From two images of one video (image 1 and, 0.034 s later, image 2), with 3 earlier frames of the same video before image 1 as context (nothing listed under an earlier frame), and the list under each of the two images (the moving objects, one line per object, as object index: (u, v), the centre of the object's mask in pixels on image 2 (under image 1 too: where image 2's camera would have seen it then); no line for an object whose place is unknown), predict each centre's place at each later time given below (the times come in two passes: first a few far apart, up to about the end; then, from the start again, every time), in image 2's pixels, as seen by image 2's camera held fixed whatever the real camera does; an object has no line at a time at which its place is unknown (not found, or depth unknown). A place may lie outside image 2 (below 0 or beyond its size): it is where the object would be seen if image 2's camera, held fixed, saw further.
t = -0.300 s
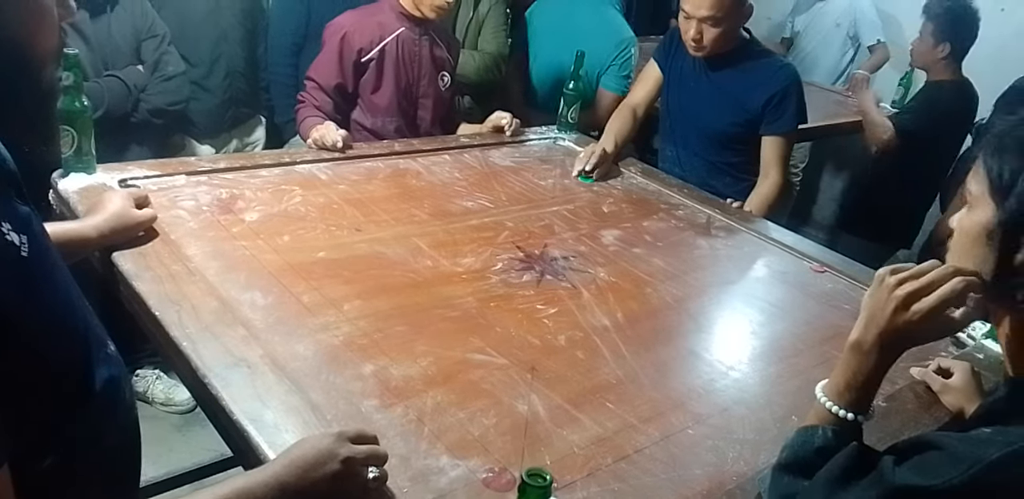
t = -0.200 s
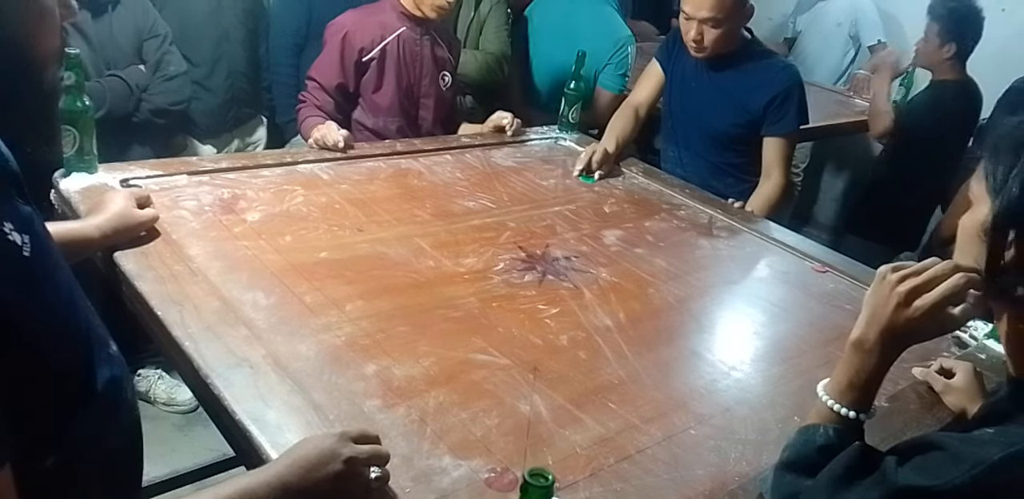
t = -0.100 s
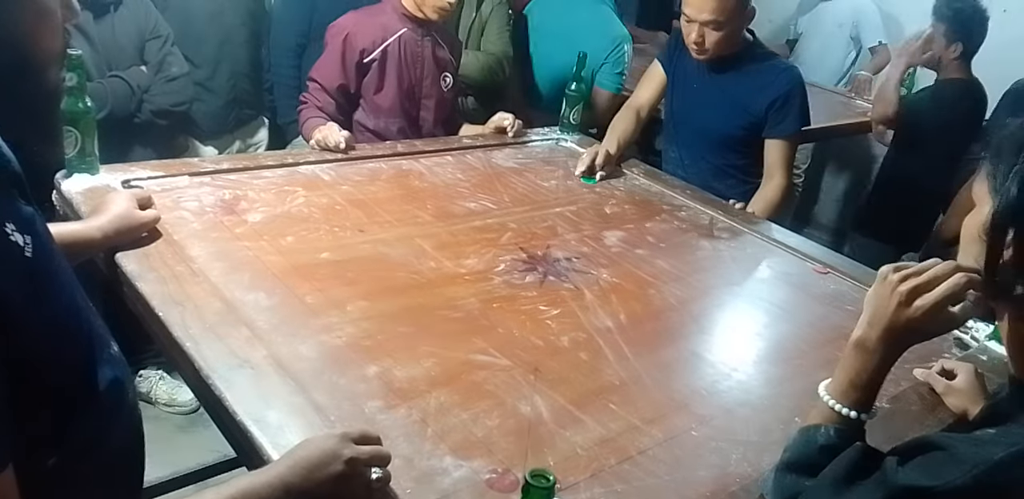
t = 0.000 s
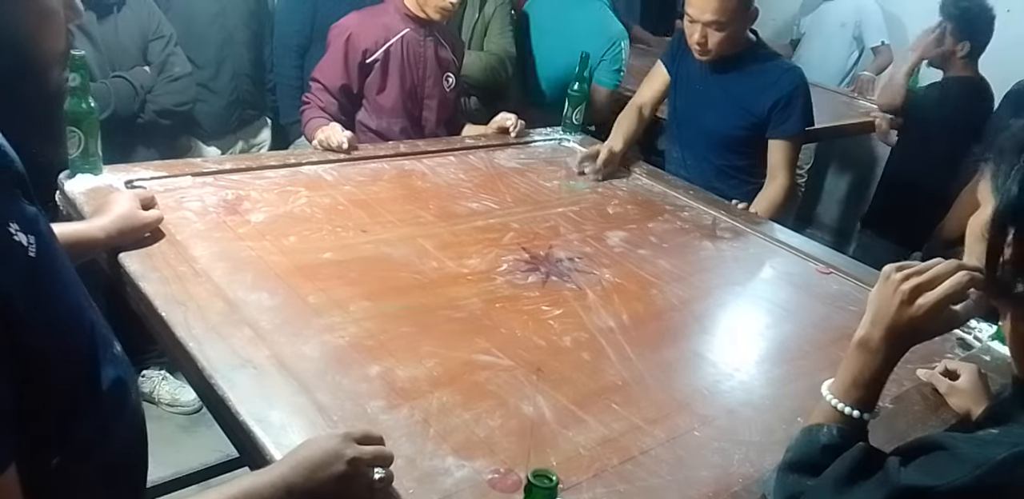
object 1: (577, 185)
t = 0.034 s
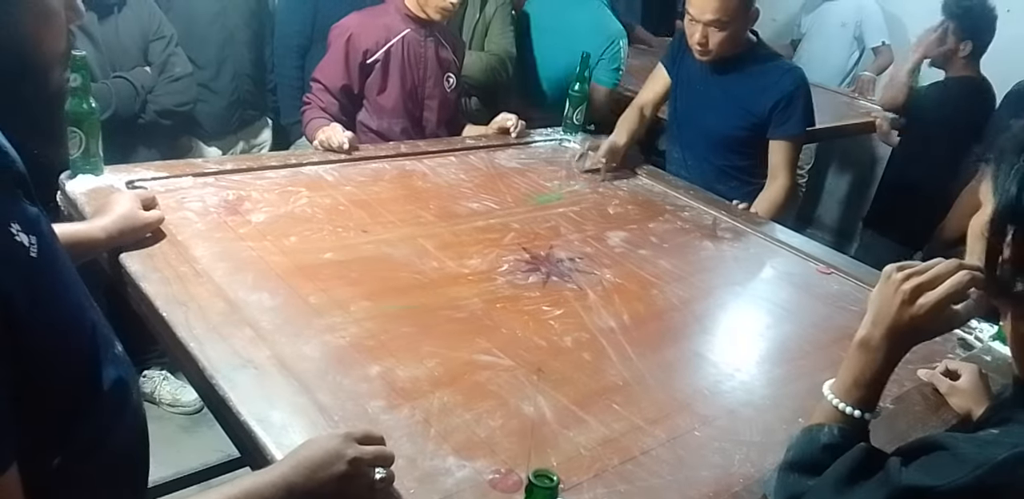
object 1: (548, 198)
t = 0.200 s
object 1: (327, 283)
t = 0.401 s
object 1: (493, 296)
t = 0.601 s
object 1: (696, 283)
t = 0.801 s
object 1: (818, 278)
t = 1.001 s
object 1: (817, 302)
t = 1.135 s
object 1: (816, 311)
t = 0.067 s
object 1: (511, 212)
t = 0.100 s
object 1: (475, 226)
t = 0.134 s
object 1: (433, 242)
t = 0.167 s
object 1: (383, 262)
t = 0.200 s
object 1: (327, 283)
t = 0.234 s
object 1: (261, 309)
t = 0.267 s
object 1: (296, 310)
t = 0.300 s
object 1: (351, 306)
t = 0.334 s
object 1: (402, 303)
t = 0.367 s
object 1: (449, 299)
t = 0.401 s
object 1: (493, 296)
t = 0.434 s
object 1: (532, 293)
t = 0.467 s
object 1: (570, 291)
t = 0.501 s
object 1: (603, 289)
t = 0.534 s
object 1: (637, 286)
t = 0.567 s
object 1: (668, 284)
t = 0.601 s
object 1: (696, 283)
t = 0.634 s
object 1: (721, 281)
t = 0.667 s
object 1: (750, 280)
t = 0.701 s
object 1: (772, 278)
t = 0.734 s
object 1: (798, 278)
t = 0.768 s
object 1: (816, 275)
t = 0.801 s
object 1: (818, 278)
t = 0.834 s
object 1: (818, 283)
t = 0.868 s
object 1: (817, 287)
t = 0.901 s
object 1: (817, 291)
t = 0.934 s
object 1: (817, 295)
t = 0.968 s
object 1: (817, 299)
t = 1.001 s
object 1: (817, 302)
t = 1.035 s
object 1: (816, 304)
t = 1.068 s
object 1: (816, 307)
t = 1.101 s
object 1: (816, 310)
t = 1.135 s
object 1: (816, 311)
